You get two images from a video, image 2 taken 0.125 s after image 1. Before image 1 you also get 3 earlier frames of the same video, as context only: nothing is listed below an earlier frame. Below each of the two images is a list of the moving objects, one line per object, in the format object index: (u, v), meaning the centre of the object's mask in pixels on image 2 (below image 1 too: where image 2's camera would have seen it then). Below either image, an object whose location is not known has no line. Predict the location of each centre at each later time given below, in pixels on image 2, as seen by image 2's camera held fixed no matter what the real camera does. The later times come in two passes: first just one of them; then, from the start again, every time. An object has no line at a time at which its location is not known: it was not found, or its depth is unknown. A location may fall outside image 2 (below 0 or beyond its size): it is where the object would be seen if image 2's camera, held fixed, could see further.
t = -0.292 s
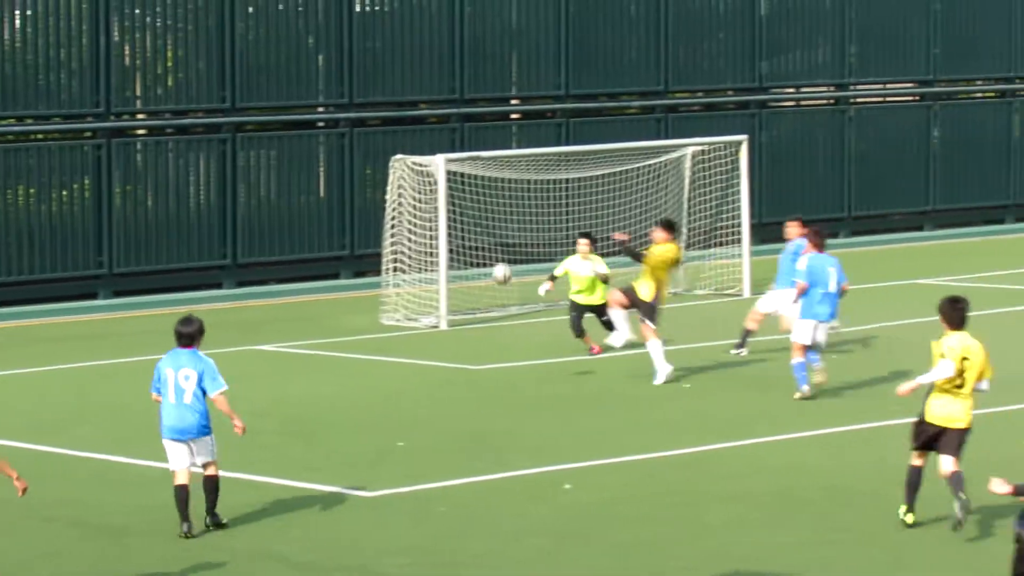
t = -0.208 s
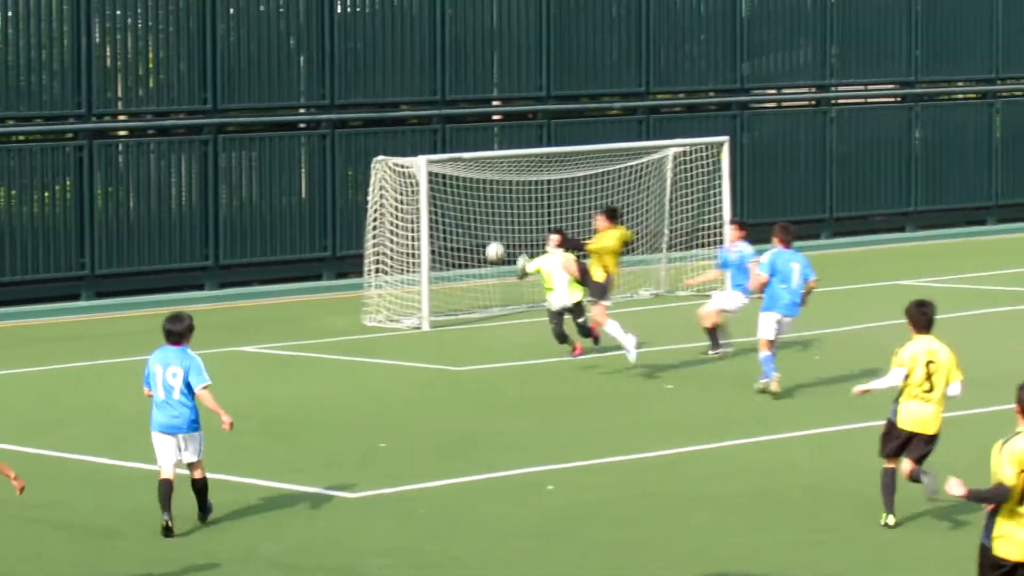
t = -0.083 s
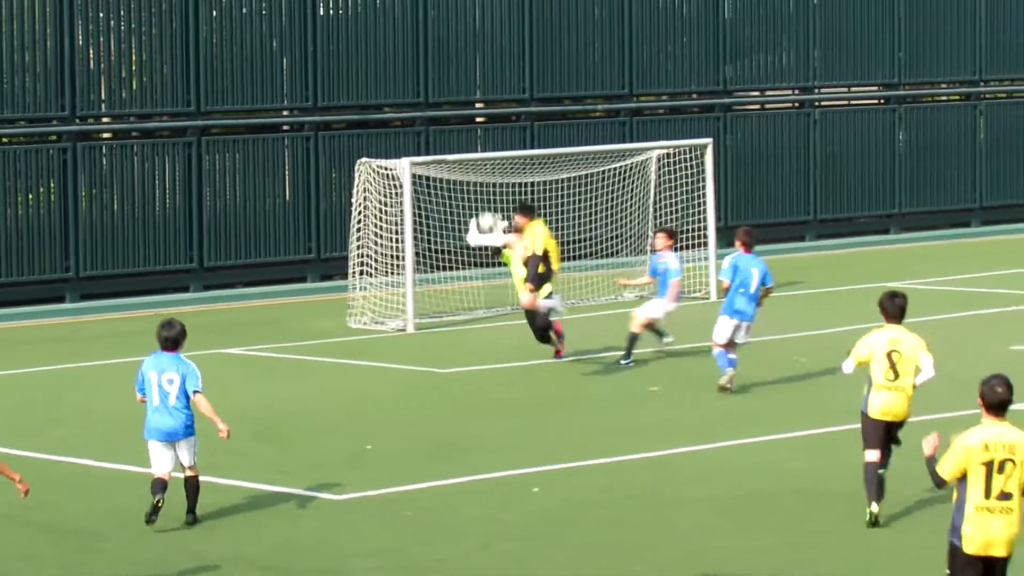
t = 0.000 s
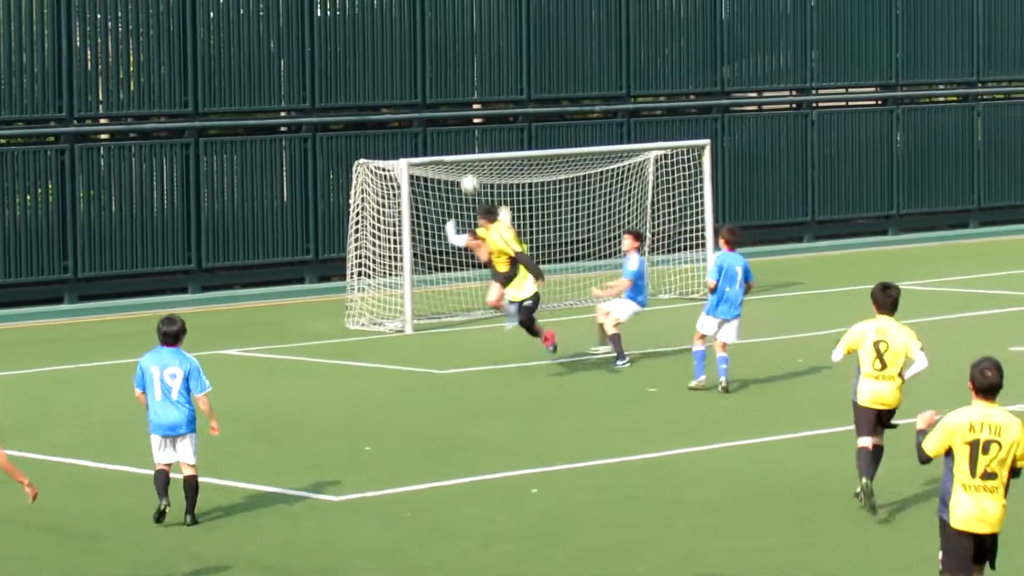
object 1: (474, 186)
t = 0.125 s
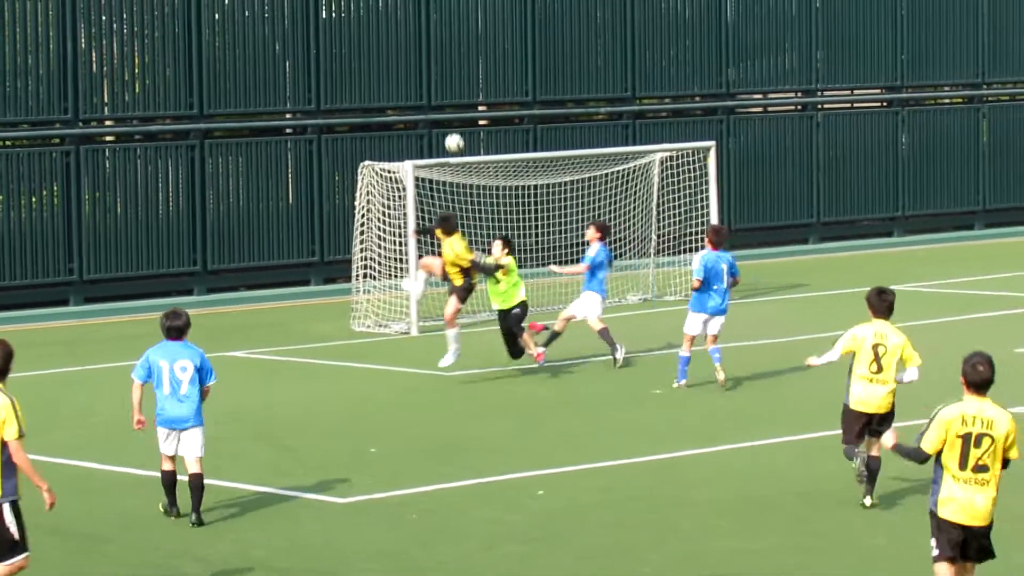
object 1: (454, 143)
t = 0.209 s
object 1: (441, 124)
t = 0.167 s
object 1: (448, 132)
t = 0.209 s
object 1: (441, 124)
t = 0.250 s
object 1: (436, 117)
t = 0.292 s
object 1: (430, 113)
